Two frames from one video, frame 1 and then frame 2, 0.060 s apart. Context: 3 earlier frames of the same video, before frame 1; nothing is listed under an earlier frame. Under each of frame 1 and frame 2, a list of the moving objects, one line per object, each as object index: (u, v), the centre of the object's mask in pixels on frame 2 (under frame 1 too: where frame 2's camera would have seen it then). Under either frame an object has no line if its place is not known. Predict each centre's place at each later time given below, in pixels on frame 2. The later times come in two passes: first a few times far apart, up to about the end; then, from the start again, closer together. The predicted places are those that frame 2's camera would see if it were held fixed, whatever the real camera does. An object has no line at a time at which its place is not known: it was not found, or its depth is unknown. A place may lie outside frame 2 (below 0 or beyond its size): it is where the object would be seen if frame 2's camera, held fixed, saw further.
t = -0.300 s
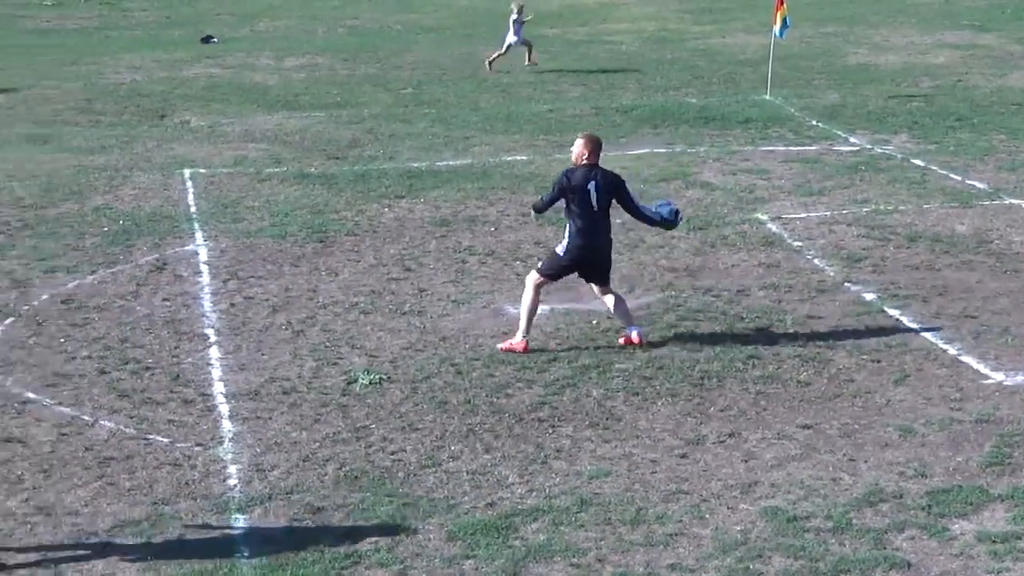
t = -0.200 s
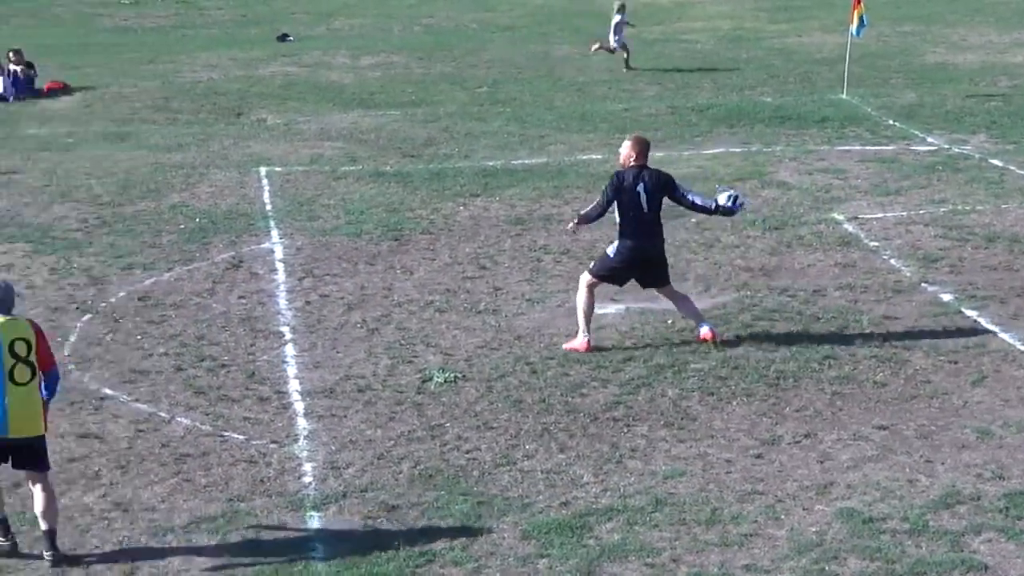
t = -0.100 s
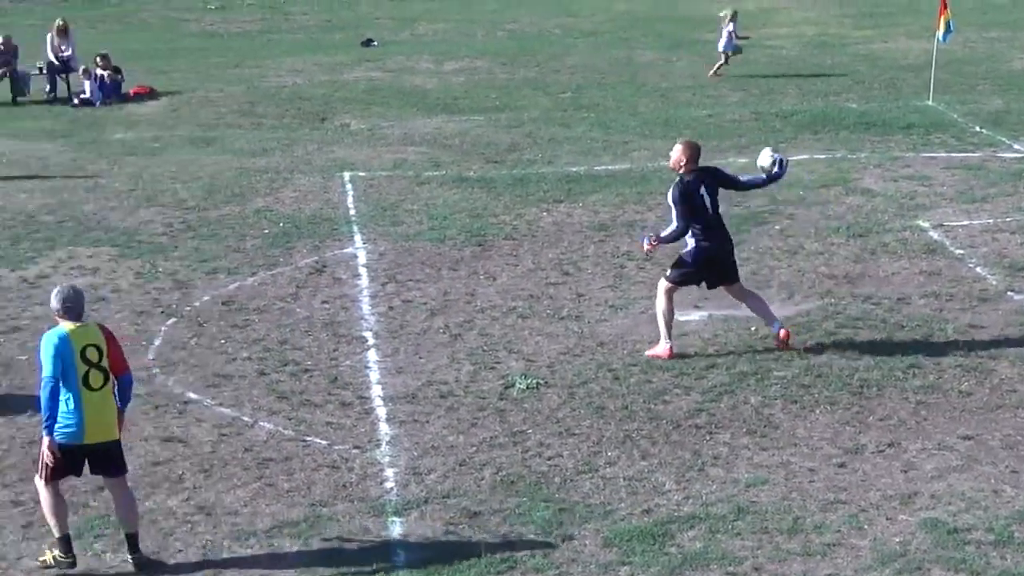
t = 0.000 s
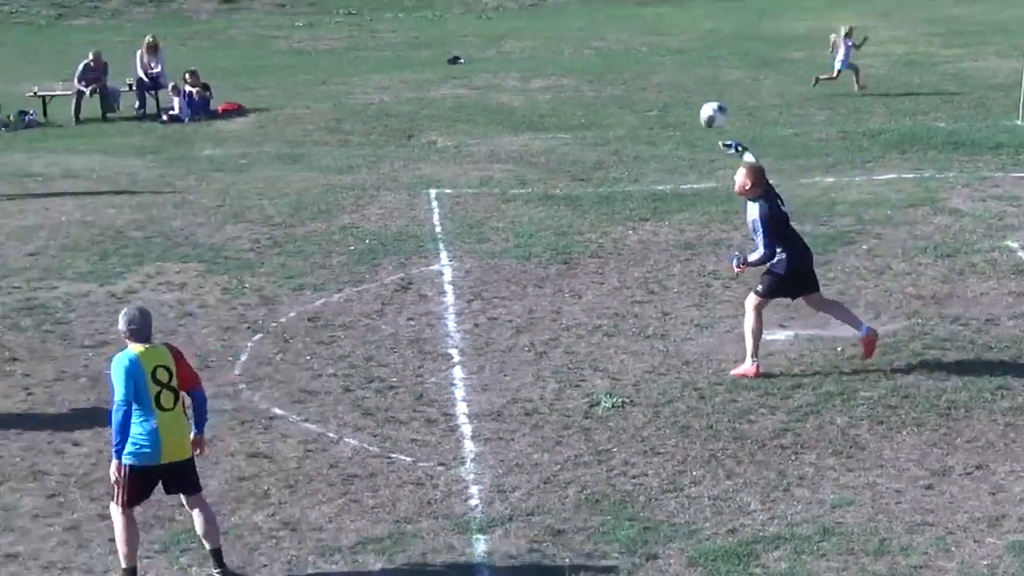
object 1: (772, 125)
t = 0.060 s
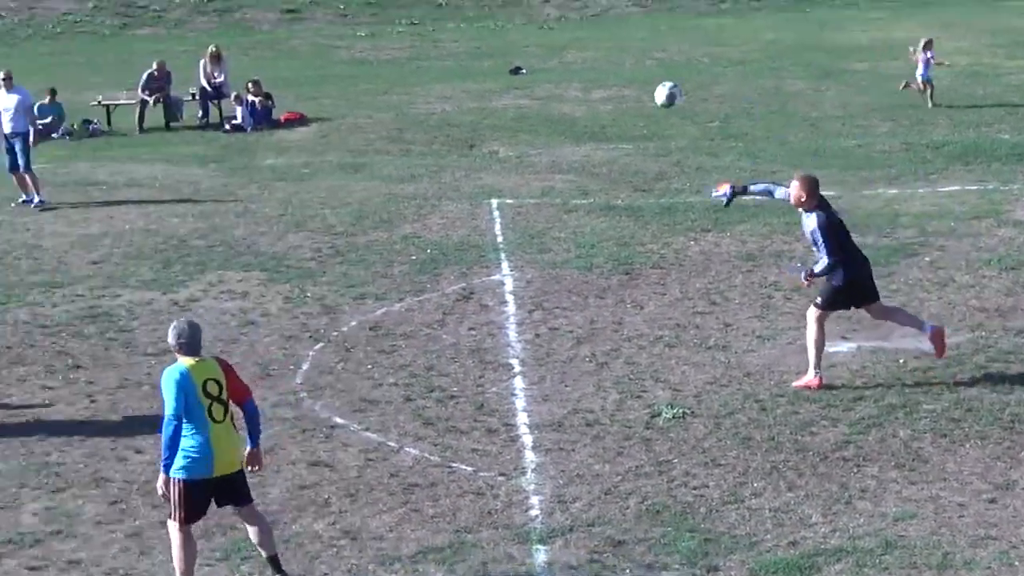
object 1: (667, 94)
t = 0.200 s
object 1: (433, 37)
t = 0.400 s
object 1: (139, -16)
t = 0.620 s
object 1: (-146, -36)
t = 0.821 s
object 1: (-366, -13)
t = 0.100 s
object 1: (598, 76)
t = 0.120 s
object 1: (563, 67)
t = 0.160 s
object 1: (498, 51)
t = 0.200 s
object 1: (433, 37)
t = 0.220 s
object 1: (403, 30)
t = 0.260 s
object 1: (341, 18)
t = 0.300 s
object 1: (281, 9)
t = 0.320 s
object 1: (253, 3)
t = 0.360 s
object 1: (195, -7)
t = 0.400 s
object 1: (139, -16)
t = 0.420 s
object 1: (114, -19)
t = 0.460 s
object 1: (60, -26)
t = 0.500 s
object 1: (9, -30)
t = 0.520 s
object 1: (-16, -32)
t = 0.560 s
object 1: (-70, -33)
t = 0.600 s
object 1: (-123, -35)
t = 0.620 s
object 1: (-146, -36)
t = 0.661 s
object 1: (-194, -34)
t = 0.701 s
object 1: (-242, -32)
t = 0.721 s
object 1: (-264, -31)
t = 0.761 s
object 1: (-310, -27)
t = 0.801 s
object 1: (-350, -16)
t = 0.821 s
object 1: (-366, -13)
